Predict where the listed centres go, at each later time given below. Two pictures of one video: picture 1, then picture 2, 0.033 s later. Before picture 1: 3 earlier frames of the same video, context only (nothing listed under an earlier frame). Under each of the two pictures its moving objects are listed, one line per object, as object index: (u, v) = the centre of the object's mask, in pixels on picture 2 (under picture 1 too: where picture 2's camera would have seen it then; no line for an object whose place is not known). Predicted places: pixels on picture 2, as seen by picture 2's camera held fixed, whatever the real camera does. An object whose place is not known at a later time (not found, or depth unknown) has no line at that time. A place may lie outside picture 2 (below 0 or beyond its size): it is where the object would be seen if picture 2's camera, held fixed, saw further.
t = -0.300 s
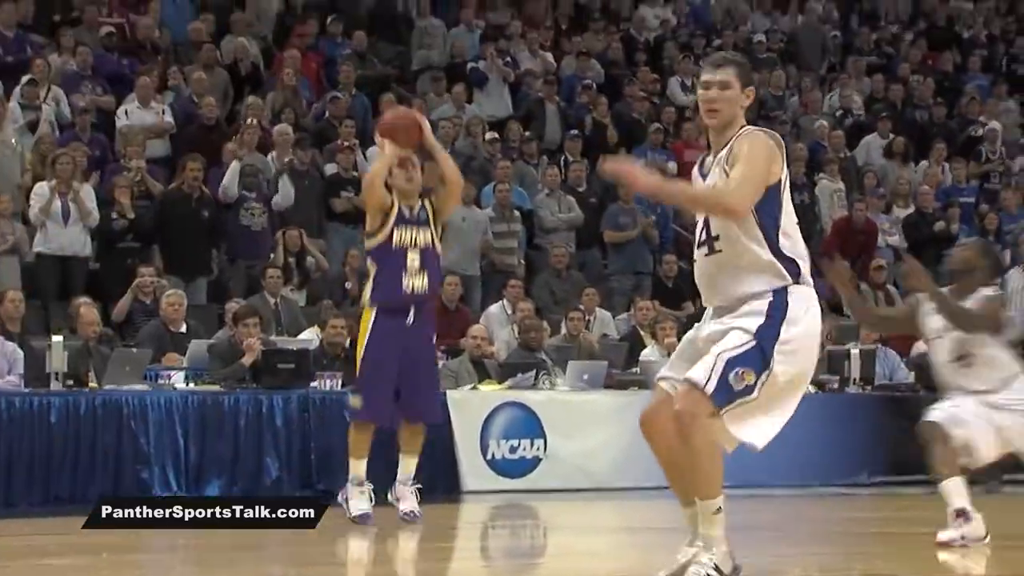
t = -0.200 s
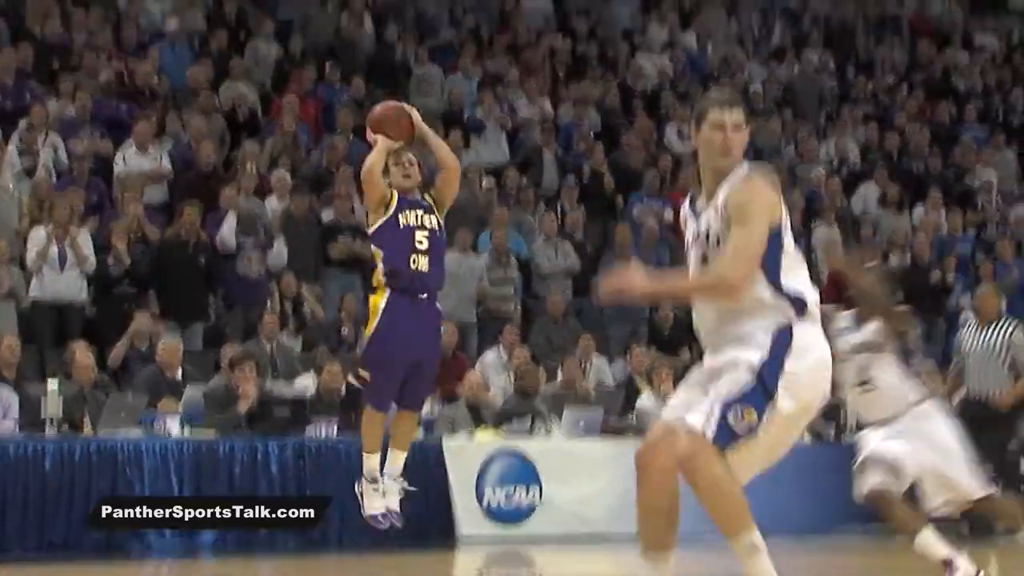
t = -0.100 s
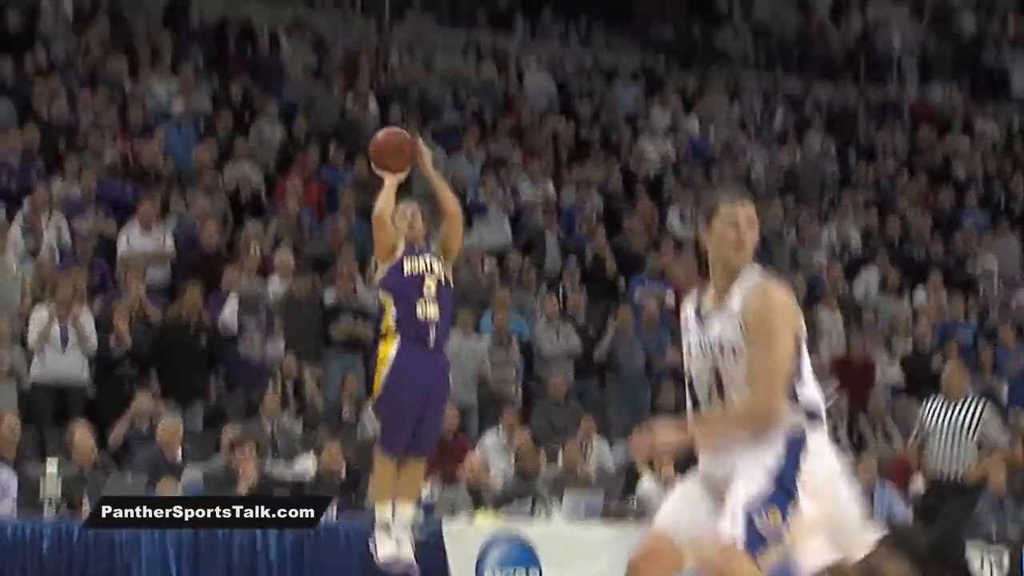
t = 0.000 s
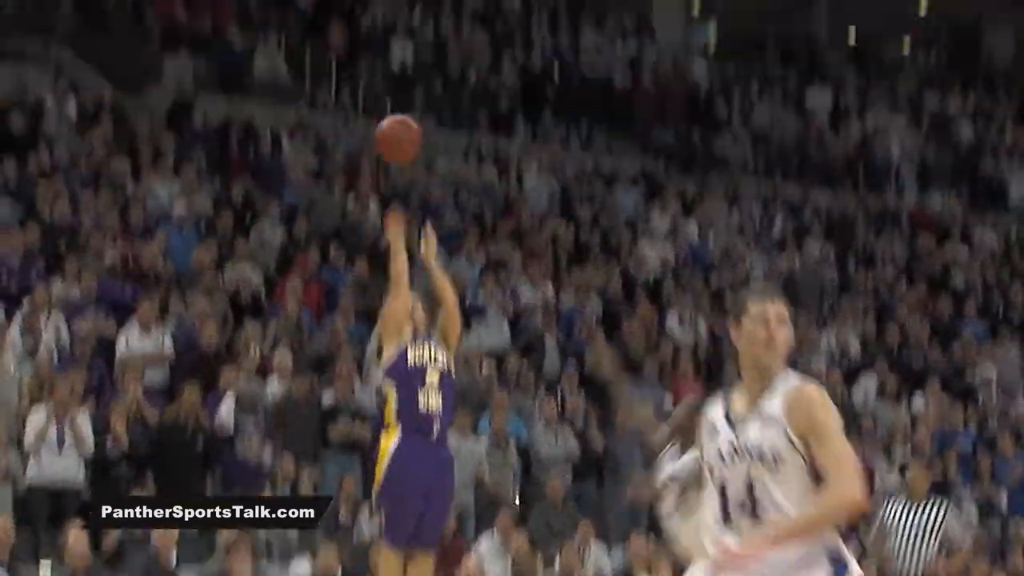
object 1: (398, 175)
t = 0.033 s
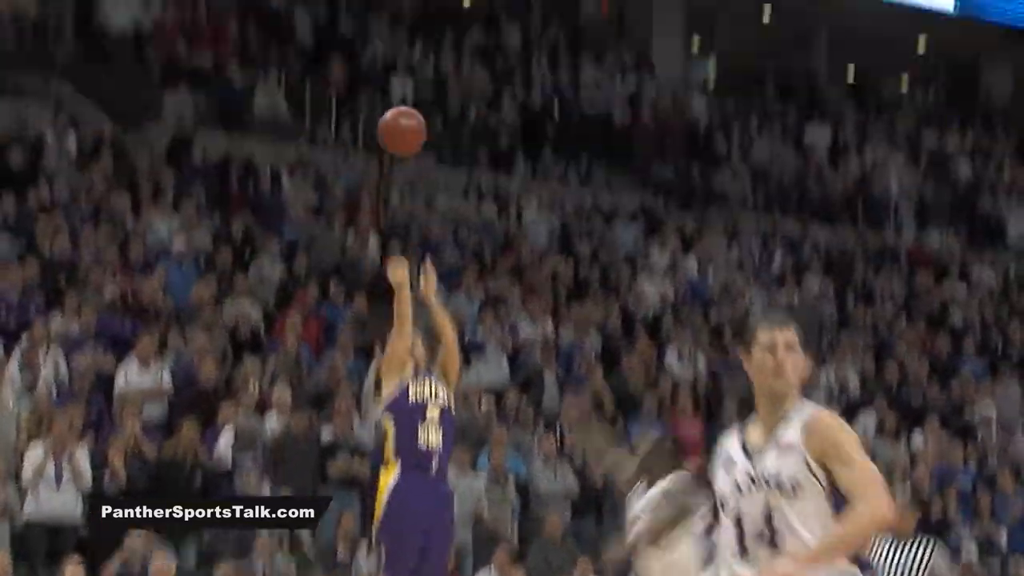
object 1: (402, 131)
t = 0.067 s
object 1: (406, 88)
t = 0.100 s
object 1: (410, 46)
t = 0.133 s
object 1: (414, 5)
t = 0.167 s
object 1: (418, -35)
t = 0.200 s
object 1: (423, -76)
